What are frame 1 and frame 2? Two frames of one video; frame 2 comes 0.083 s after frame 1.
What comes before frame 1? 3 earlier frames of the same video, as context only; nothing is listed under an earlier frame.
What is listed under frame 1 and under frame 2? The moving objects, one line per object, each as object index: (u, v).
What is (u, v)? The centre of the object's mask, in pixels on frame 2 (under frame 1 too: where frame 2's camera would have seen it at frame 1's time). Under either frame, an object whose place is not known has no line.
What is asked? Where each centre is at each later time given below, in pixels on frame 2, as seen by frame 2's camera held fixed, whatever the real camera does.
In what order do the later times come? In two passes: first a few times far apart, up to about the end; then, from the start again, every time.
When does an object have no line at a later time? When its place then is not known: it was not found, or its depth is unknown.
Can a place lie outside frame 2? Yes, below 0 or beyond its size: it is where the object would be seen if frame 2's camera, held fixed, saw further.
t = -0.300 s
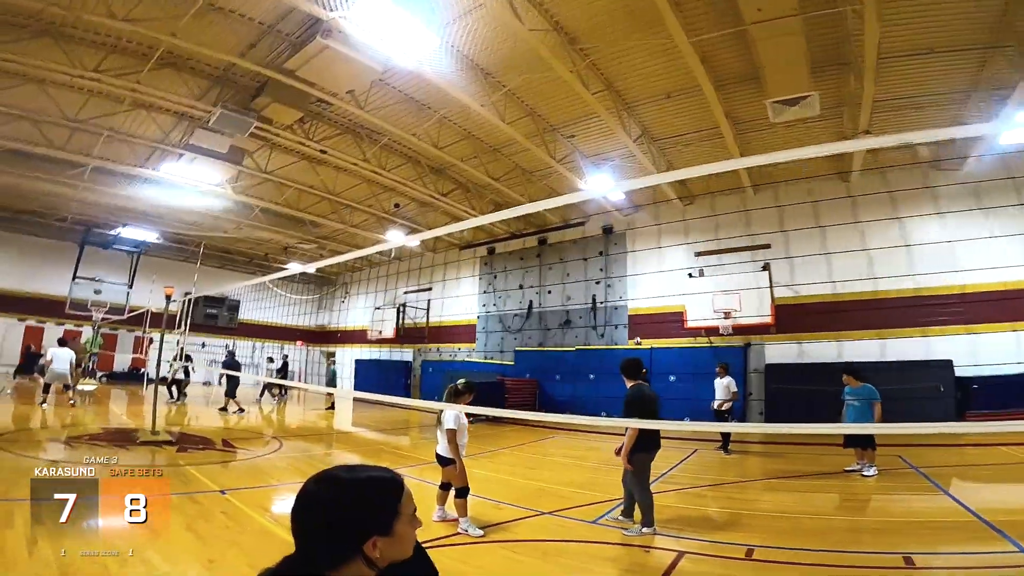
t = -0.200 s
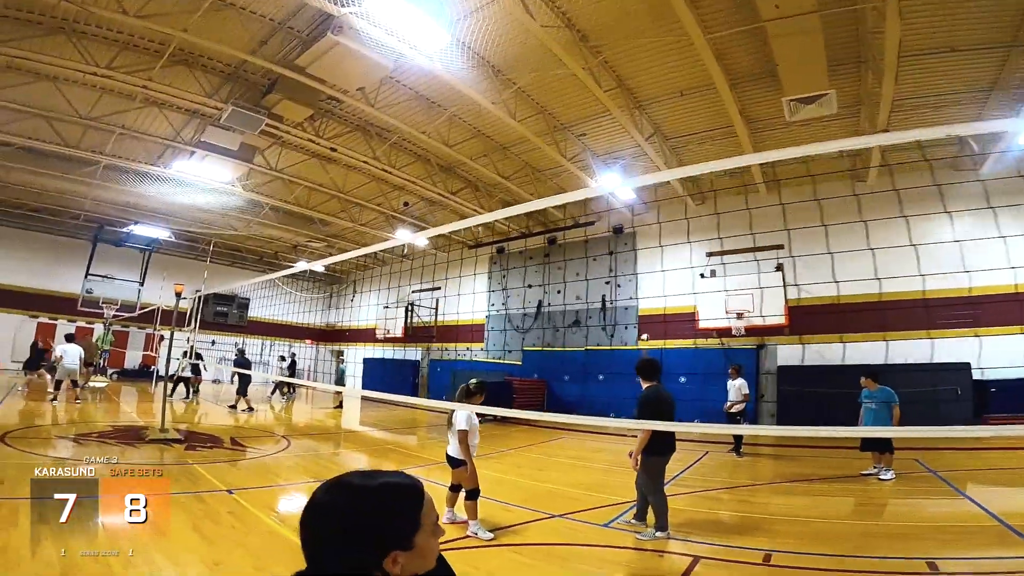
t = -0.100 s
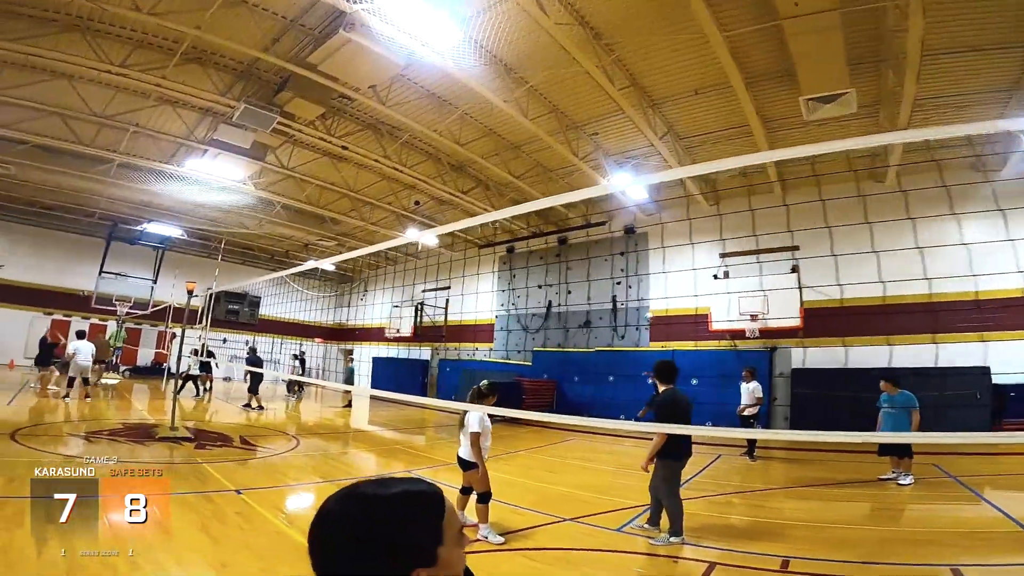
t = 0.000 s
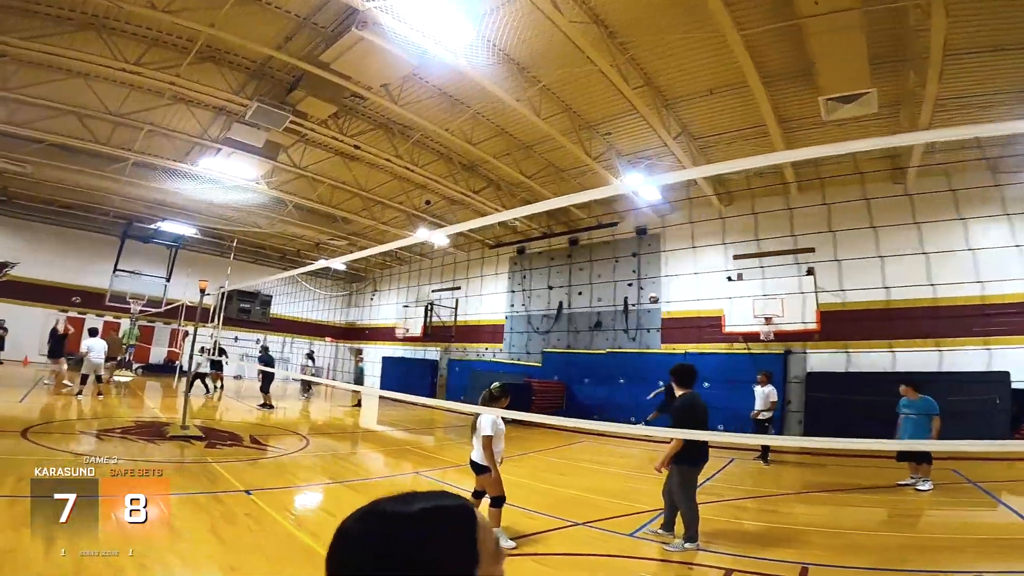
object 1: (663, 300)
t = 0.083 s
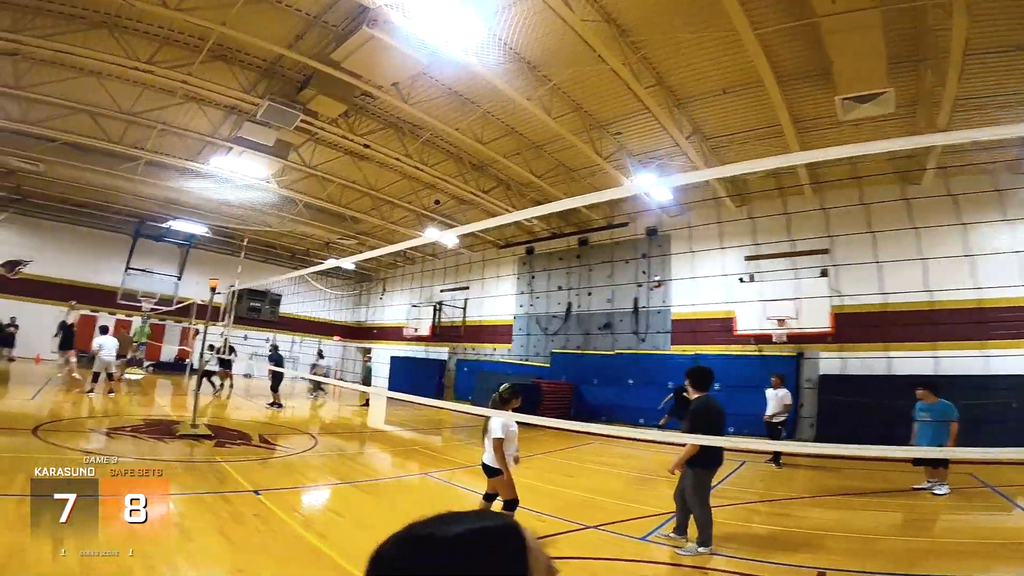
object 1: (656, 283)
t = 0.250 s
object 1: (640, 252)
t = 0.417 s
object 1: (616, 224)
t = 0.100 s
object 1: (656, 278)
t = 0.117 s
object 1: (653, 277)
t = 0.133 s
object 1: (651, 273)
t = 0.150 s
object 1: (649, 269)
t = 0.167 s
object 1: (648, 267)
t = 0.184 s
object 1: (647, 263)
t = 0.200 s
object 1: (645, 260)
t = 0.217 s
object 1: (643, 257)
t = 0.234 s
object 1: (642, 254)
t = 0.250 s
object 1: (640, 252)
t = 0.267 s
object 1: (638, 249)
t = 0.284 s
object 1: (635, 244)
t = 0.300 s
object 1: (633, 240)
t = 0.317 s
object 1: (631, 238)
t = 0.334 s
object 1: (628, 235)
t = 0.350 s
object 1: (627, 233)
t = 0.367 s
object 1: (624, 230)
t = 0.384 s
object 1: (619, 228)
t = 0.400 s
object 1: (618, 227)
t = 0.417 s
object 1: (616, 224)
